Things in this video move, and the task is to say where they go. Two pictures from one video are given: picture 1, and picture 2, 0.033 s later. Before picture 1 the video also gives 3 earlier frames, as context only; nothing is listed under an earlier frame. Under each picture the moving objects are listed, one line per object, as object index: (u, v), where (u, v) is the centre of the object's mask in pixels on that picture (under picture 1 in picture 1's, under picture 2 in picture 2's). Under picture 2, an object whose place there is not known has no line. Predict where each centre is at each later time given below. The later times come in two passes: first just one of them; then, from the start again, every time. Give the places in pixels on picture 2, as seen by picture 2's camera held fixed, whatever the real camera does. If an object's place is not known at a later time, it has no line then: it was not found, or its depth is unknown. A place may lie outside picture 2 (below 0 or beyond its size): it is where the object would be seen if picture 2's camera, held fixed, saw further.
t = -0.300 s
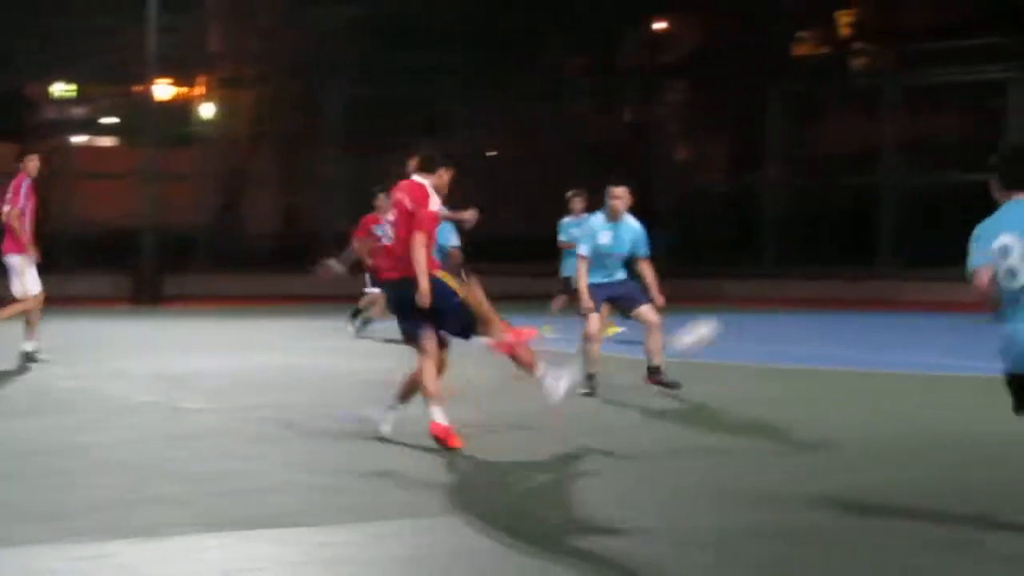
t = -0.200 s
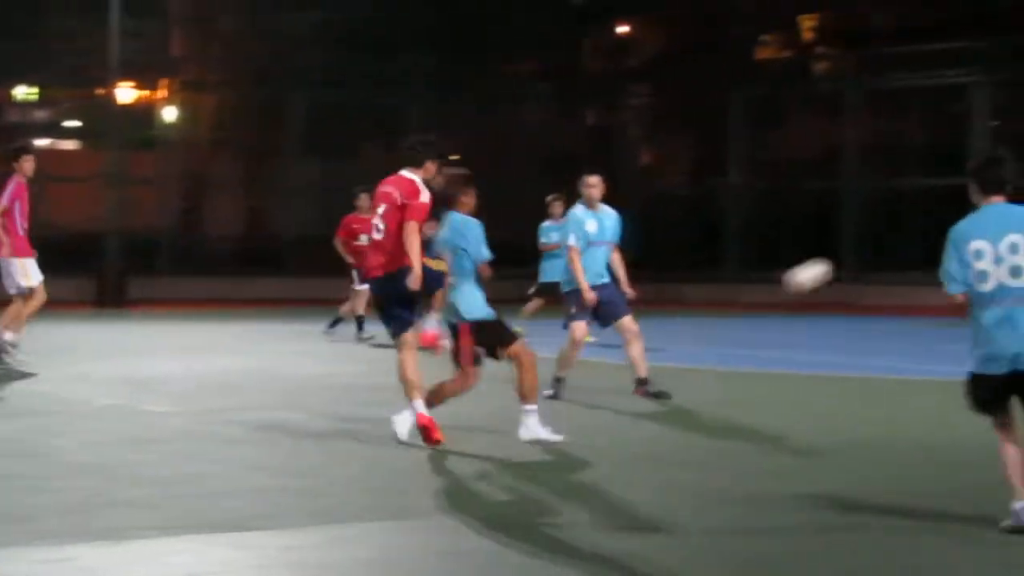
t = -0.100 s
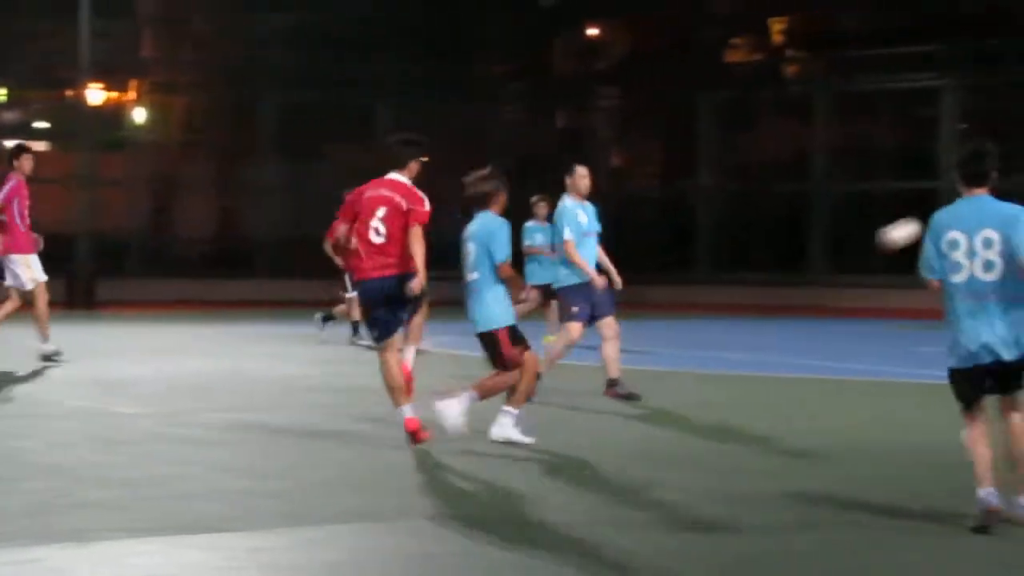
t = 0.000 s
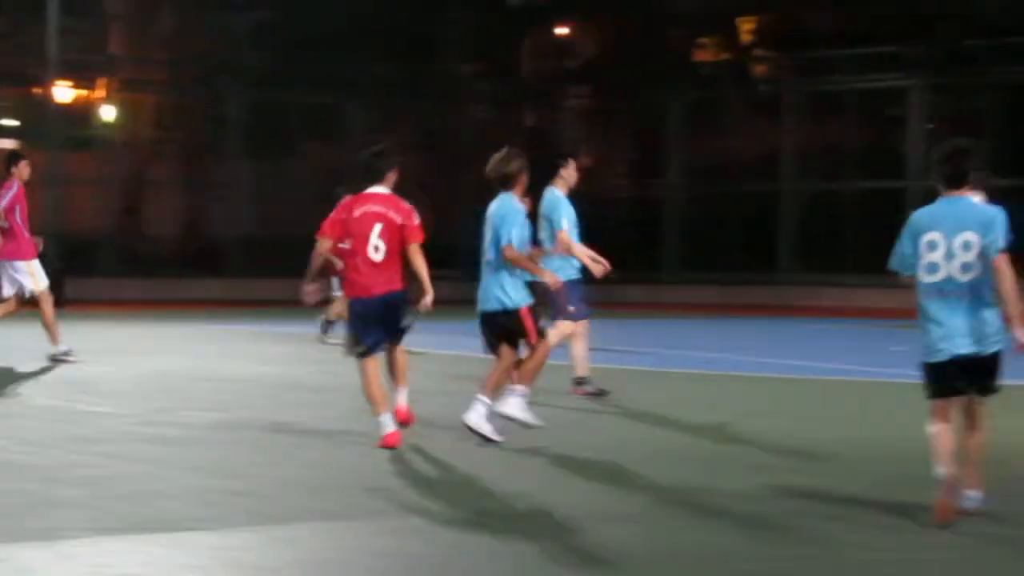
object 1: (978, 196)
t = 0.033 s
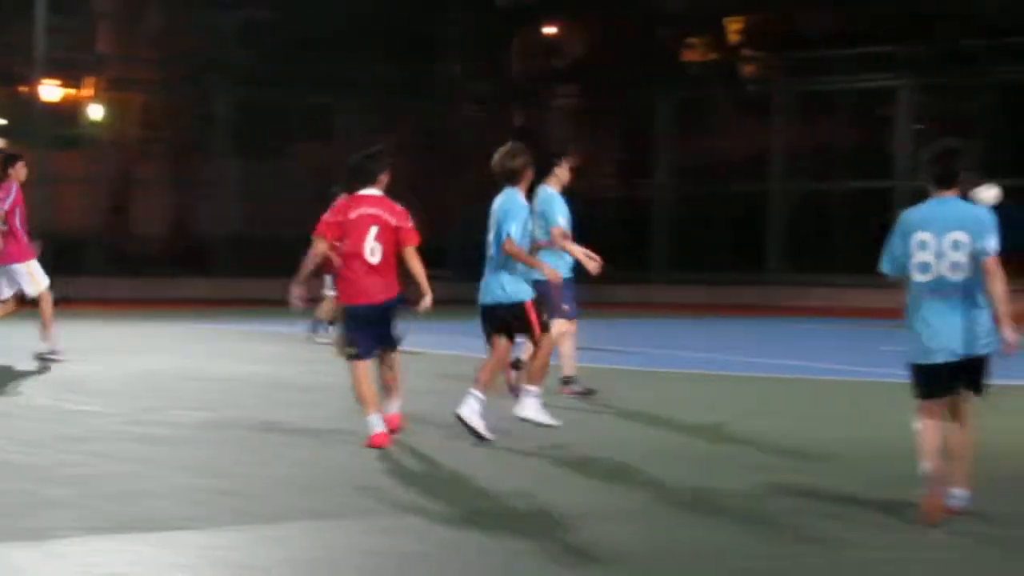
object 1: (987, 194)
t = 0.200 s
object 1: (1111, 184)
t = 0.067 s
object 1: (1014, 191)
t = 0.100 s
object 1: (1040, 187)
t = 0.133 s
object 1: (1064, 184)
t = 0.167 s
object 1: (1087, 183)
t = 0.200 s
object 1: (1111, 184)
